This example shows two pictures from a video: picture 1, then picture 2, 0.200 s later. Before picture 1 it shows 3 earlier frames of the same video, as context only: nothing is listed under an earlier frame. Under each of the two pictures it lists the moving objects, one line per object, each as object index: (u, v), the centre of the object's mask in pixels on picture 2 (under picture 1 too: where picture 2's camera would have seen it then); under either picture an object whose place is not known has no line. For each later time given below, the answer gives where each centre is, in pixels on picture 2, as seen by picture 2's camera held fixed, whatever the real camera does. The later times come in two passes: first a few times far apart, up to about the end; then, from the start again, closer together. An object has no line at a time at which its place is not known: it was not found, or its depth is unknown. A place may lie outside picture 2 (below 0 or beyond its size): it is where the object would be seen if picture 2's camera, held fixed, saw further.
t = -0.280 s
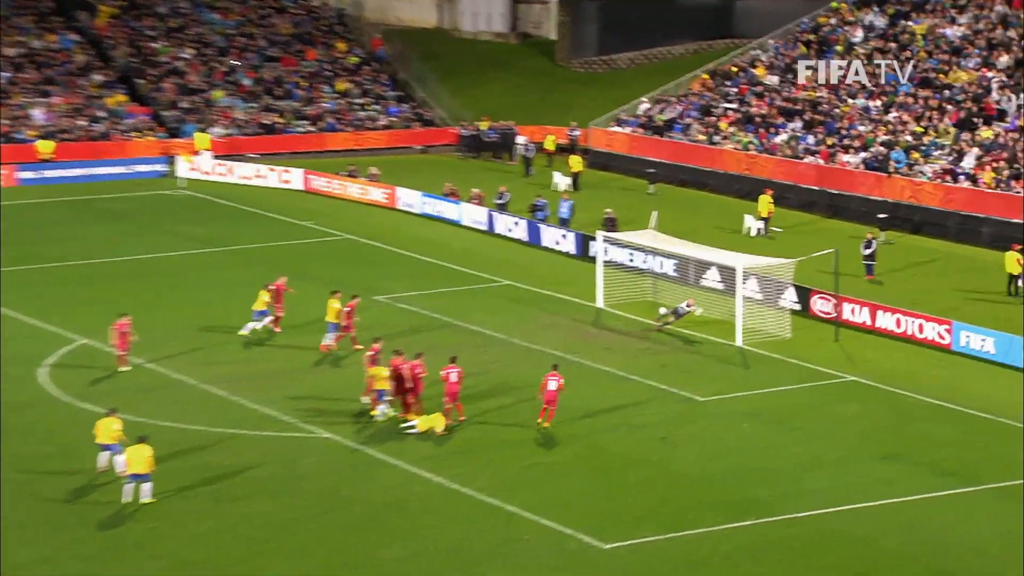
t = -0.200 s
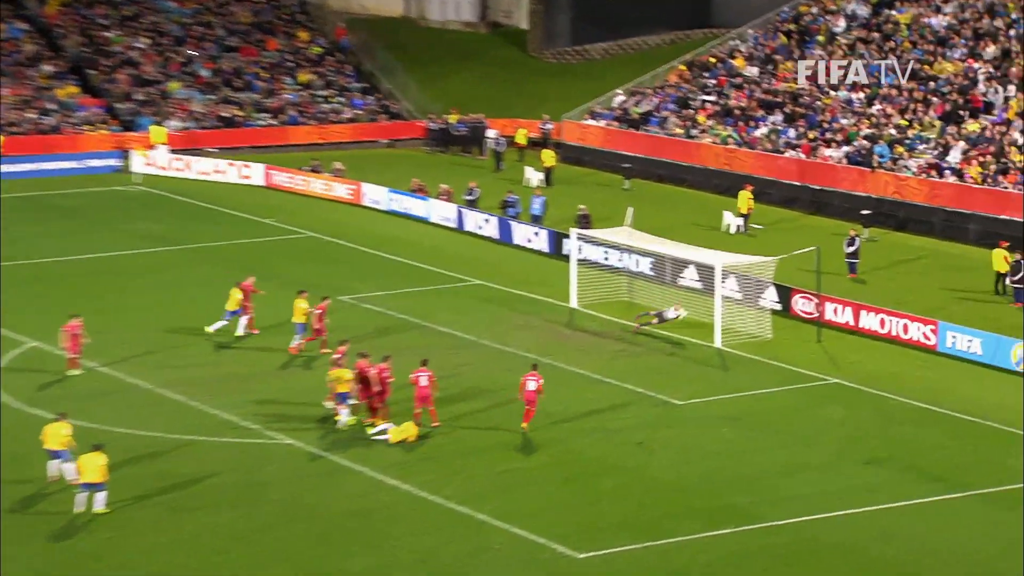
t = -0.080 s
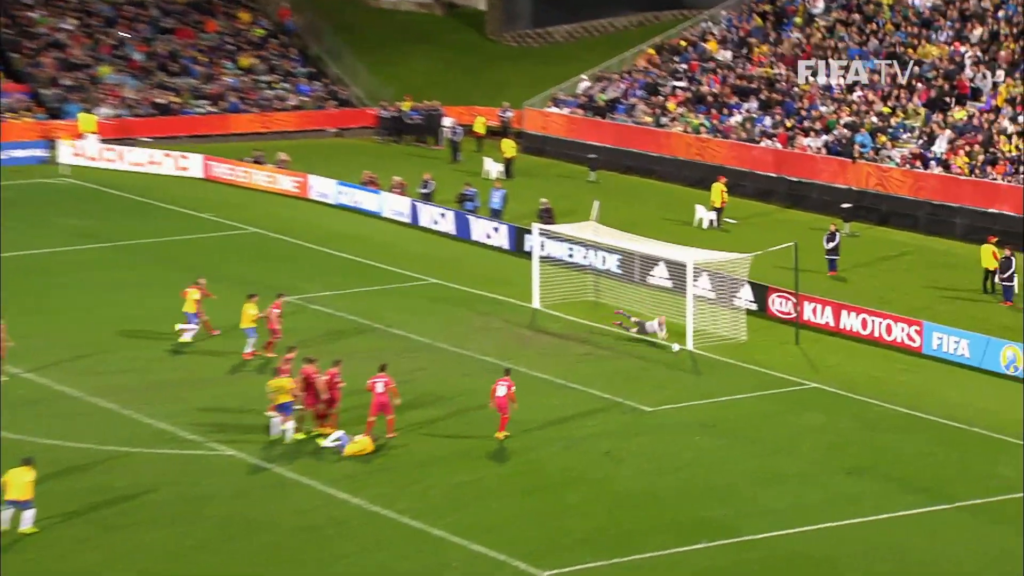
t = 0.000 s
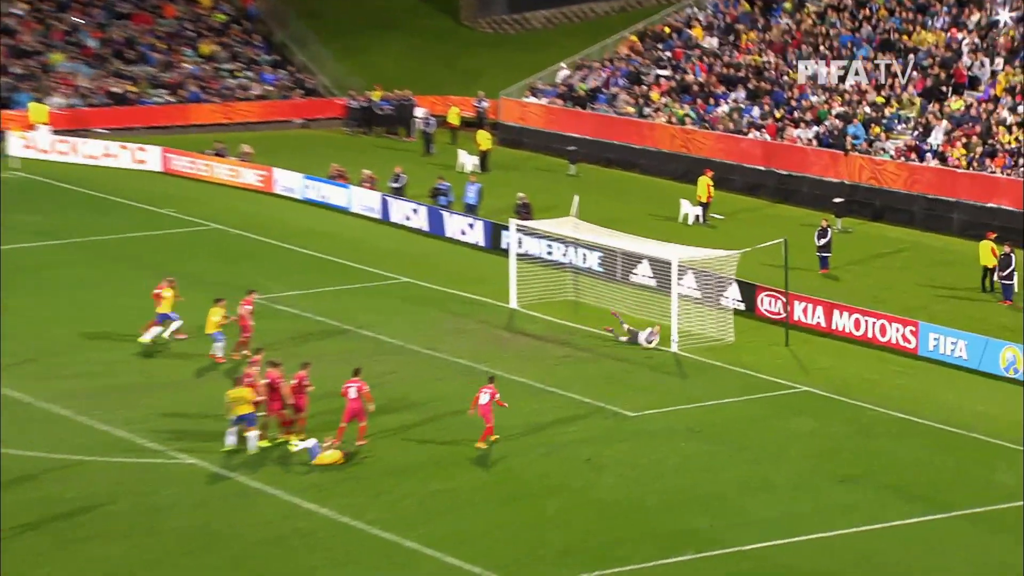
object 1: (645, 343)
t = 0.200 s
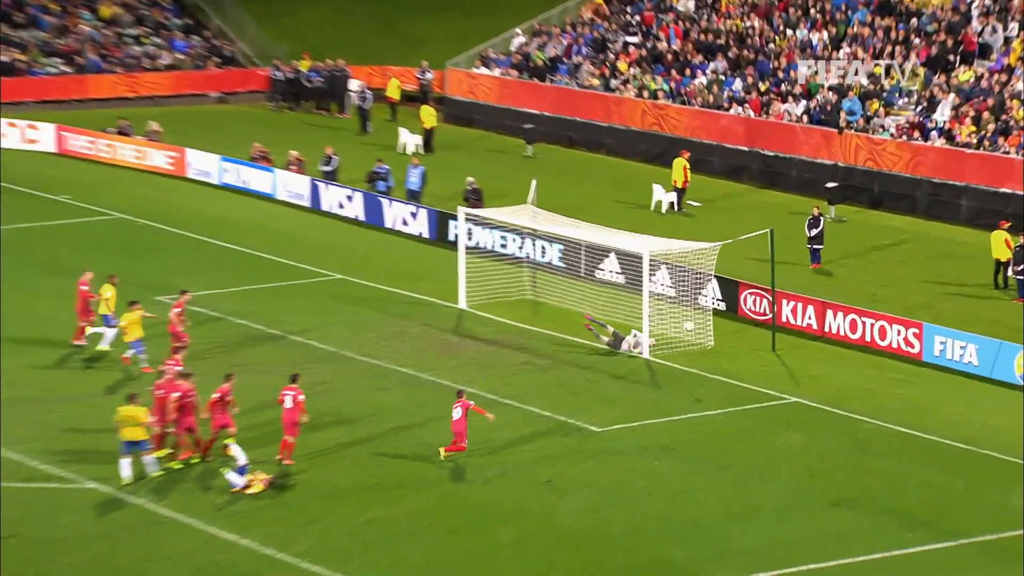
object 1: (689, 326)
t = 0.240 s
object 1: (698, 325)
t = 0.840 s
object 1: (830, 409)
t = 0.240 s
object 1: (698, 325)
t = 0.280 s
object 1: (707, 325)
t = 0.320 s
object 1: (716, 326)
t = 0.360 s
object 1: (725, 327)
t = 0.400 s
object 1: (734, 330)
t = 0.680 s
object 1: (795, 368)
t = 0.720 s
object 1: (804, 377)
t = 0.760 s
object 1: (812, 387)
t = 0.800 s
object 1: (821, 398)
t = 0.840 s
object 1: (830, 409)
